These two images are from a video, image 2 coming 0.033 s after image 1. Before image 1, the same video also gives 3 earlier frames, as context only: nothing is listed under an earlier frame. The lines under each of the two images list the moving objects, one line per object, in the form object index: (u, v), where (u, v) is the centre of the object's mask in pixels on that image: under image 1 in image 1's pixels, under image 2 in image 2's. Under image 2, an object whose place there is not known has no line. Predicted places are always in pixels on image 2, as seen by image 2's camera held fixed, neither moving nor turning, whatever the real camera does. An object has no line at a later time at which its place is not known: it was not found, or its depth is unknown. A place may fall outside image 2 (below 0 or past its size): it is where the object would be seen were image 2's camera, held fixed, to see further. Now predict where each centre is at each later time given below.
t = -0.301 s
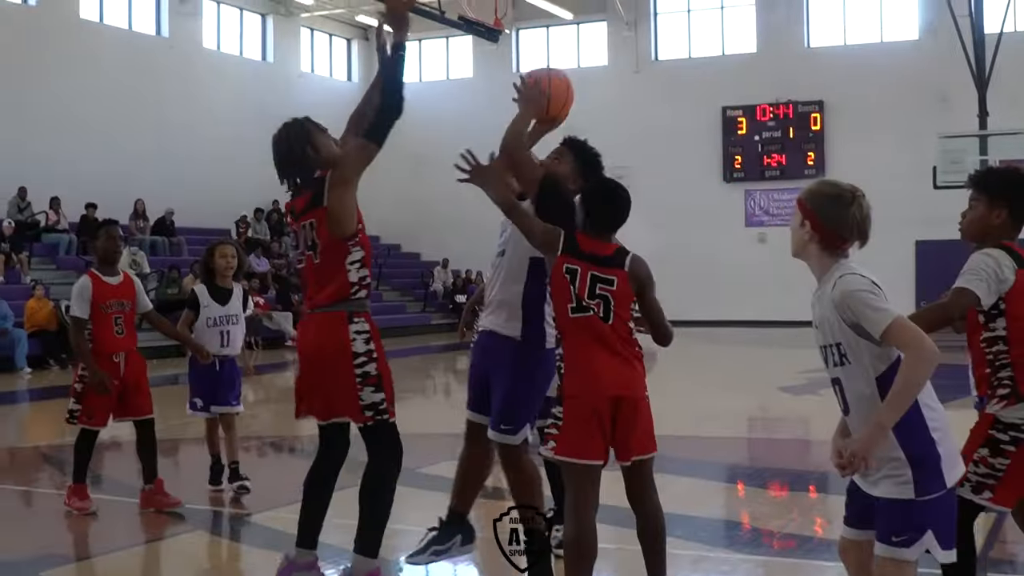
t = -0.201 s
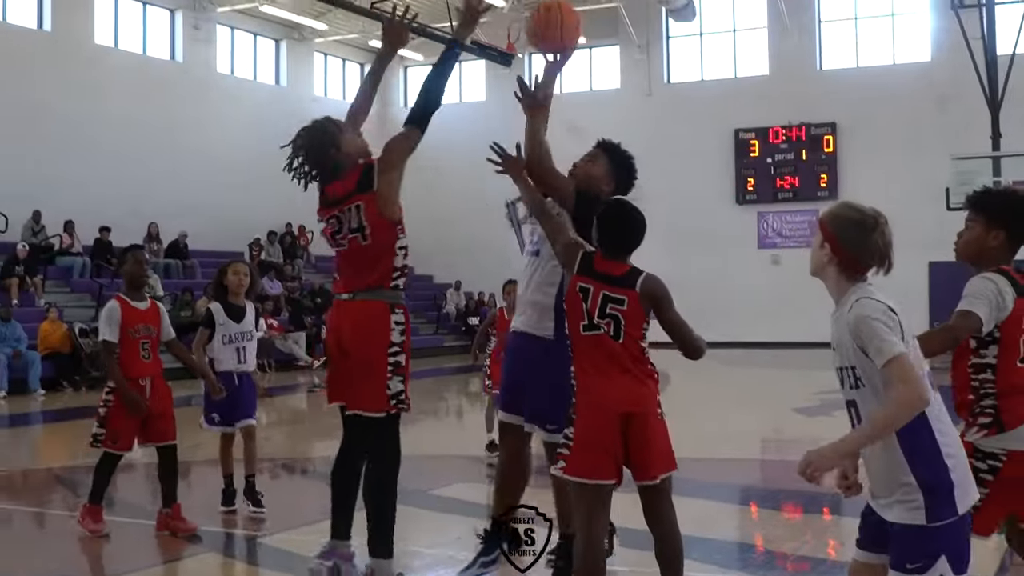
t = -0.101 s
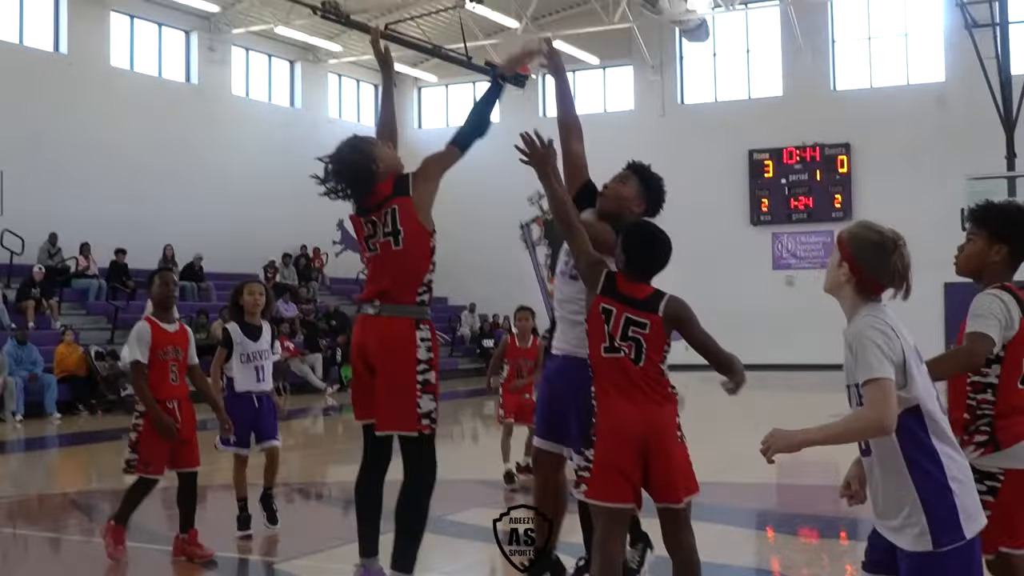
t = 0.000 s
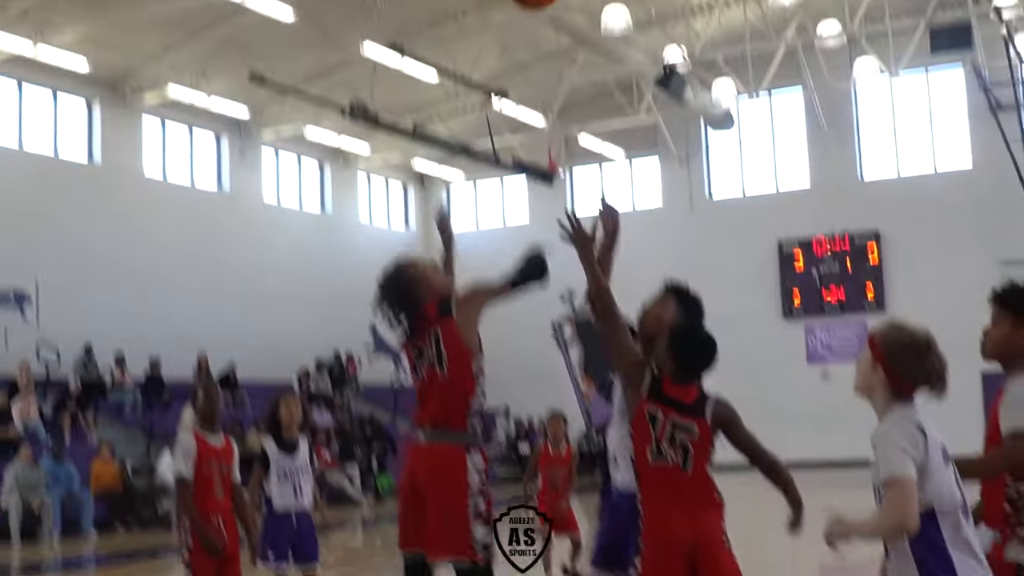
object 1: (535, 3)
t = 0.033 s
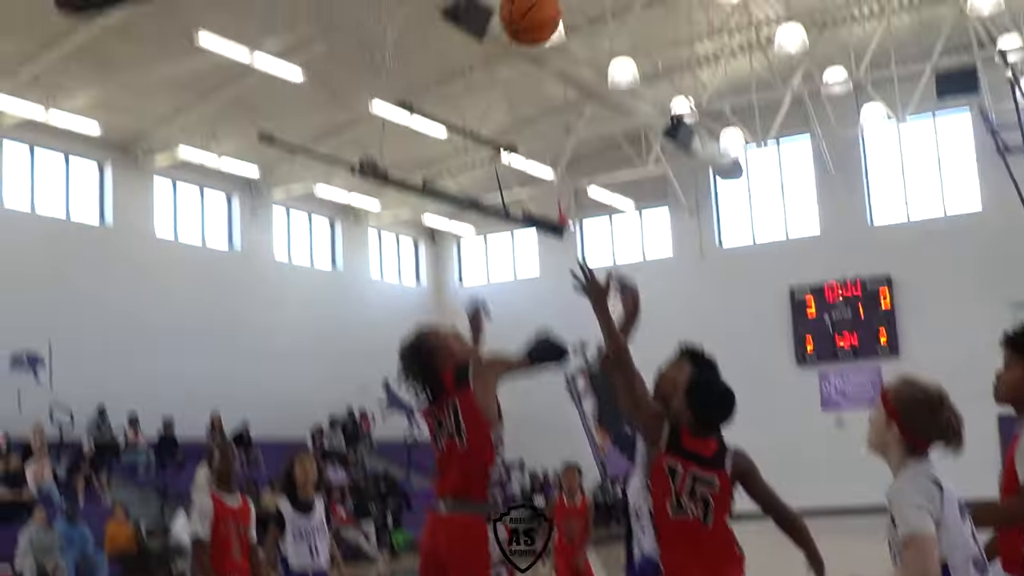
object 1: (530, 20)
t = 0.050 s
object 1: (523, 5)
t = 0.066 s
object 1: (517, -5)
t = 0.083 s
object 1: (511, -12)
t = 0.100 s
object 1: (504, -18)
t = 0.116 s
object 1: (497, -20)
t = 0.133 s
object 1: (490, -24)
